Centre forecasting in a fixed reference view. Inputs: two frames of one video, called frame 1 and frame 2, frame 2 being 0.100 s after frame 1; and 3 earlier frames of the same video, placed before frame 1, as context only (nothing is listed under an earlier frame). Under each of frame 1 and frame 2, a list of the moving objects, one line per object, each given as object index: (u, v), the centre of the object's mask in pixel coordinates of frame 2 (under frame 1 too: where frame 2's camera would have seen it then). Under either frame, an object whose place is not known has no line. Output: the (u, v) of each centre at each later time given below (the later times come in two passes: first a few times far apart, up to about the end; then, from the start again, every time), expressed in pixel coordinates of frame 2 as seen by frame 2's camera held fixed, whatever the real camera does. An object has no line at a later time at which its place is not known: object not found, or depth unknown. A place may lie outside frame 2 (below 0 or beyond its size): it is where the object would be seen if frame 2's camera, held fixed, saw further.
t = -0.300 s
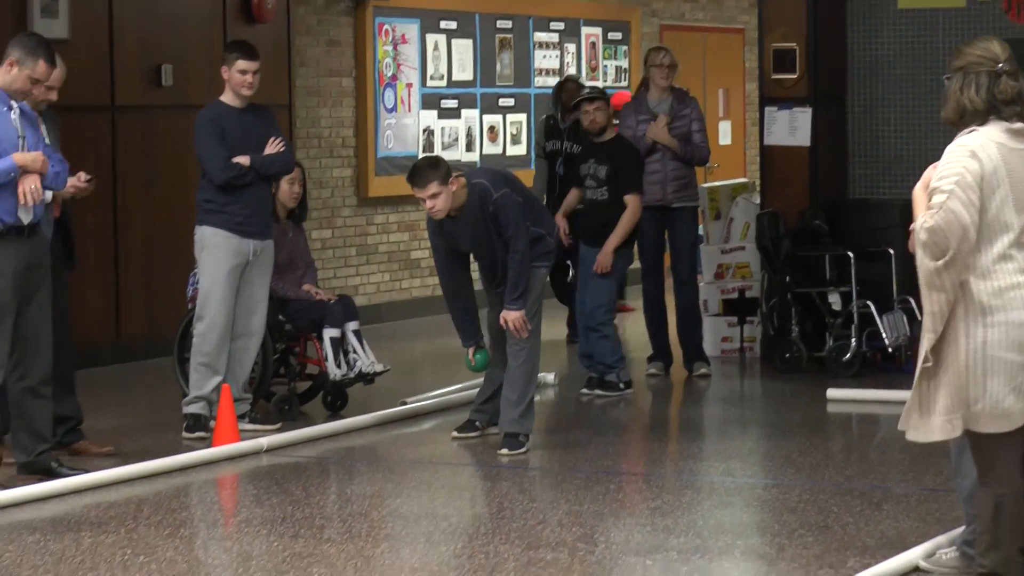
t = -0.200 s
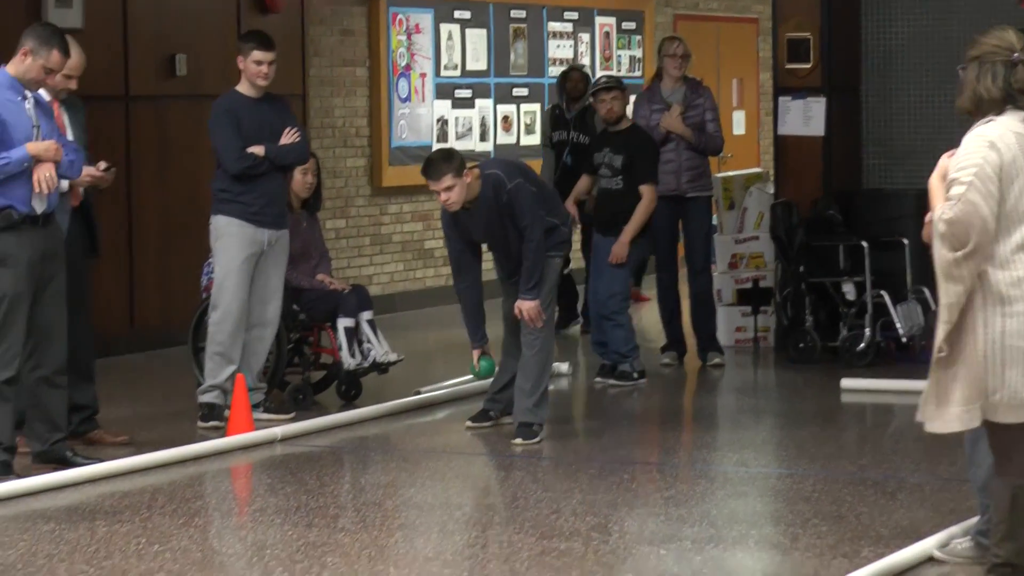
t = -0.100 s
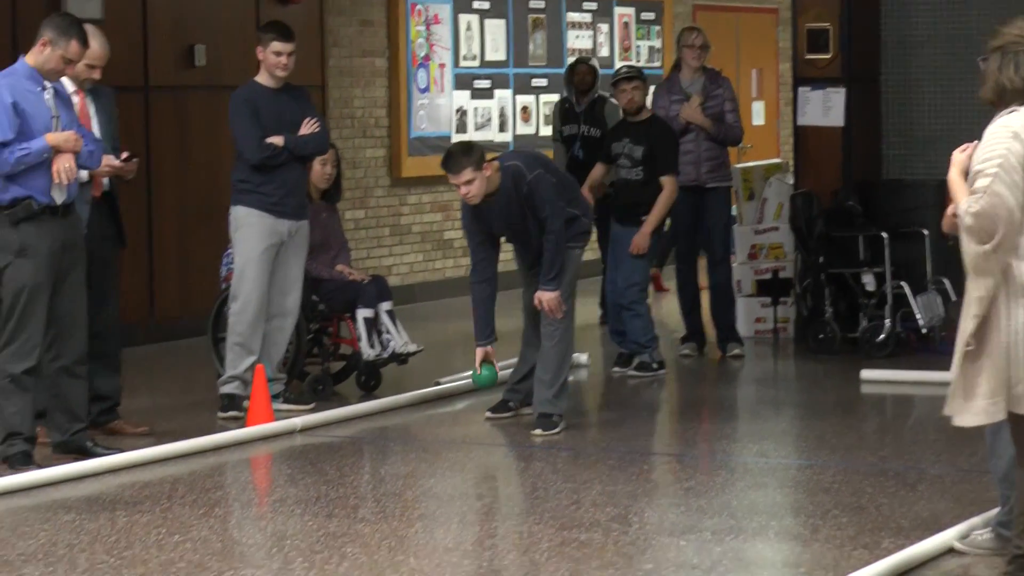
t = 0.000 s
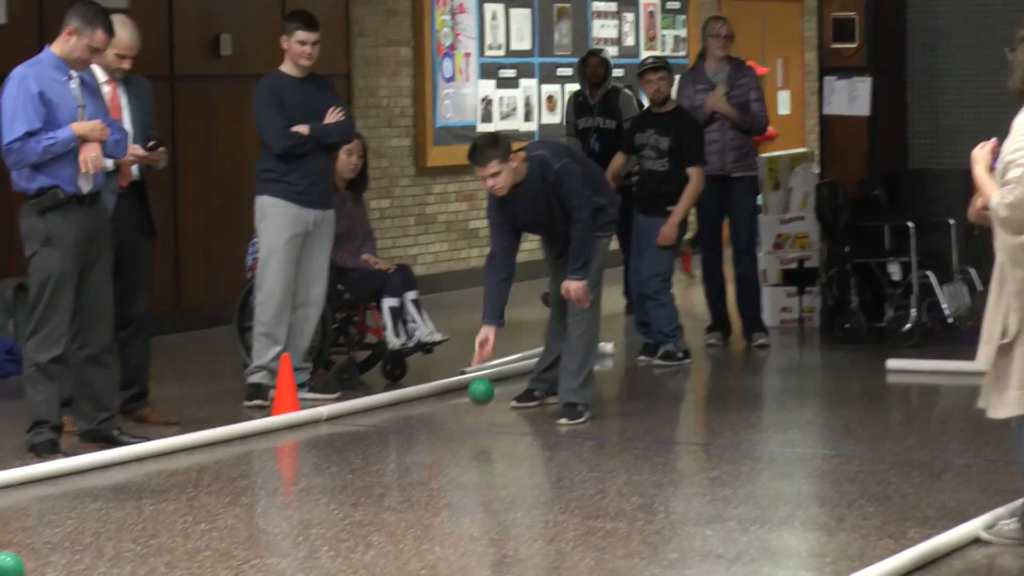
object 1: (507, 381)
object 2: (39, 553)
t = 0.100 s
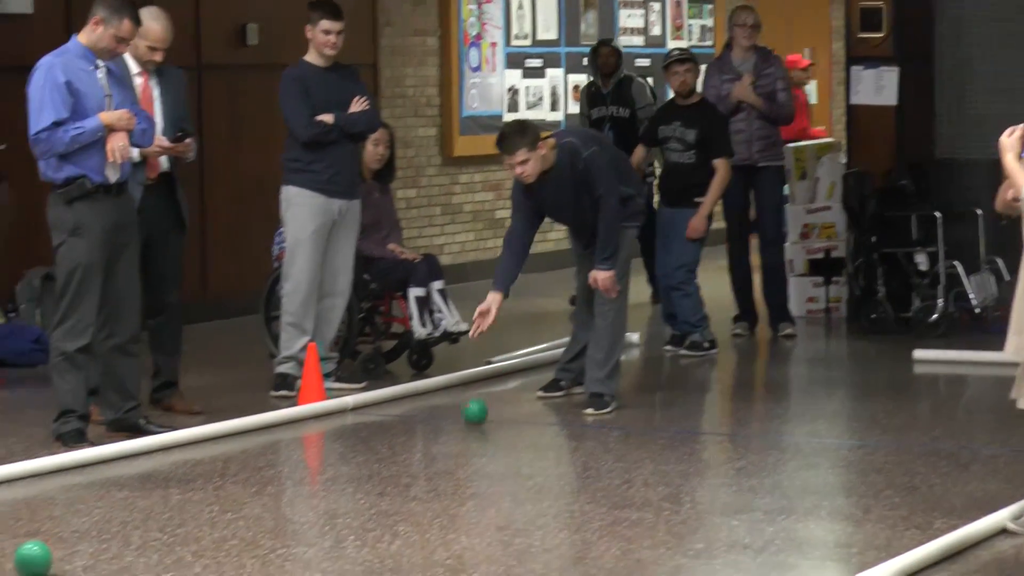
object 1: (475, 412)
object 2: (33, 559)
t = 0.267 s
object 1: (425, 404)
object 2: (33, 560)
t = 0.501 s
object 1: (357, 429)
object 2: (31, 560)
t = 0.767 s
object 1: (278, 456)
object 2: (32, 560)
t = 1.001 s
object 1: (205, 474)
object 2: (32, 560)
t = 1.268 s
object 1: (116, 494)
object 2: (34, 560)
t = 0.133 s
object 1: (465, 405)
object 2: (33, 560)
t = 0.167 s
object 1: (455, 400)
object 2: (33, 560)
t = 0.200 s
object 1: (445, 399)
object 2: (32, 560)
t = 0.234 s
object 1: (435, 400)
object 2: (32, 560)
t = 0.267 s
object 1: (425, 404)
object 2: (33, 560)
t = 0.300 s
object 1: (415, 410)
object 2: (33, 560)
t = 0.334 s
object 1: (404, 419)
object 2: (32, 560)
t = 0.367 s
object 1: (394, 432)
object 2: (32, 560)
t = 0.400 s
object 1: (384, 434)
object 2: (31, 560)
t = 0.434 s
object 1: (375, 430)
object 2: (31, 560)
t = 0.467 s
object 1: (366, 428)
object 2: (31, 560)
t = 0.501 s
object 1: (357, 429)
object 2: (31, 560)
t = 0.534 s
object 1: (347, 433)
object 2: (31, 560)
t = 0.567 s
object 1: (337, 440)
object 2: (32, 560)
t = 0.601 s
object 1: (327, 449)
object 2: (31, 560)
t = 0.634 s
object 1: (317, 448)
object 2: (31, 560)
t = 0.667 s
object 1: (308, 447)
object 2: (31, 560)
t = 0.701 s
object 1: (298, 447)
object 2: (31, 560)
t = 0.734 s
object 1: (288, 450)
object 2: (31, 560)
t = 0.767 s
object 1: (278, 456)
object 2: (32, 560)
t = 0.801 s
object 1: (268, 463)
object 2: (32, 560)
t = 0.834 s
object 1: (258, 463)
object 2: (32, 560)
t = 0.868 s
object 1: (248, 463)
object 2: (32, 560)
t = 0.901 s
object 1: (237, 465)
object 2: (32, 560)
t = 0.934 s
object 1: (227, 469)
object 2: (32, 561)
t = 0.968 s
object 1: (216, 473)
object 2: (32, 560)
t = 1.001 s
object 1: (205, 474)
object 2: (32, 560)
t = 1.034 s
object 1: (194, 476)
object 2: (32, 560)
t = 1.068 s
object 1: (183, 481)
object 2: (32, 560)
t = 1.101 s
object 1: (172, 482)
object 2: (33, 560)
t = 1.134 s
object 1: (161, 483)
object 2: (33, 560)
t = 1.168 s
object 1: (150, 487)
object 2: (34, 560)
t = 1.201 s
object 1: (139, 491)
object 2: (34, 560)
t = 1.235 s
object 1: (127, 492)
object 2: (34, 559)
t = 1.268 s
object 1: (116, 494)
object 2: (34, 560)
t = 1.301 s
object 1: (105, 498)
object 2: (34, 560)
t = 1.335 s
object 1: (93, 500)
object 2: (35, 559)
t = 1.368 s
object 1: (82, 502)
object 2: (35, 559)
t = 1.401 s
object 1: (69, 506)
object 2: (35, 559)
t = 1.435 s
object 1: (58, 508)
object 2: (36, 559)
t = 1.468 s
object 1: (46, 510)
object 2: (37, 559)
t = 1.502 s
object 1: (33, 514)
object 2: (37, 559)
